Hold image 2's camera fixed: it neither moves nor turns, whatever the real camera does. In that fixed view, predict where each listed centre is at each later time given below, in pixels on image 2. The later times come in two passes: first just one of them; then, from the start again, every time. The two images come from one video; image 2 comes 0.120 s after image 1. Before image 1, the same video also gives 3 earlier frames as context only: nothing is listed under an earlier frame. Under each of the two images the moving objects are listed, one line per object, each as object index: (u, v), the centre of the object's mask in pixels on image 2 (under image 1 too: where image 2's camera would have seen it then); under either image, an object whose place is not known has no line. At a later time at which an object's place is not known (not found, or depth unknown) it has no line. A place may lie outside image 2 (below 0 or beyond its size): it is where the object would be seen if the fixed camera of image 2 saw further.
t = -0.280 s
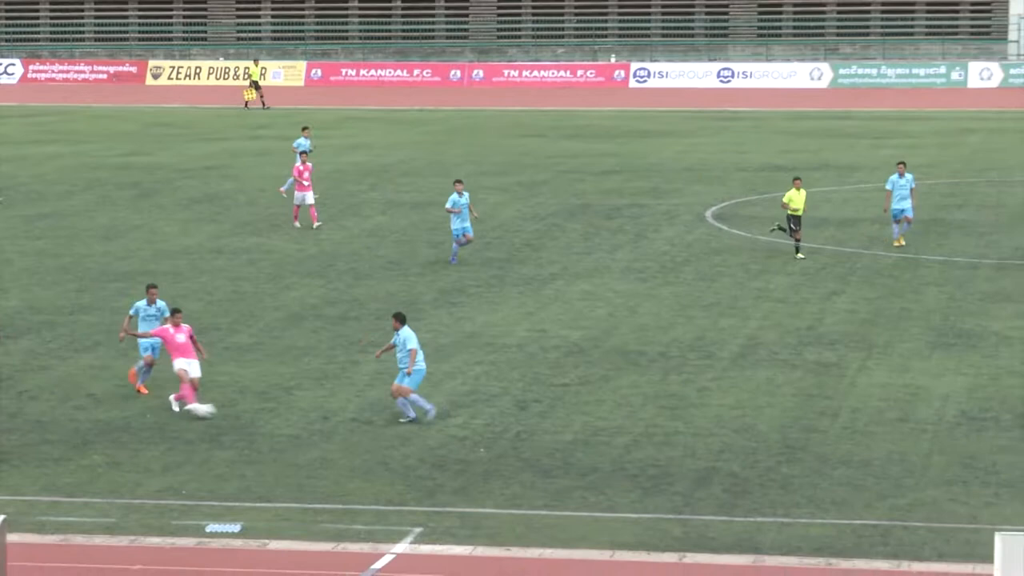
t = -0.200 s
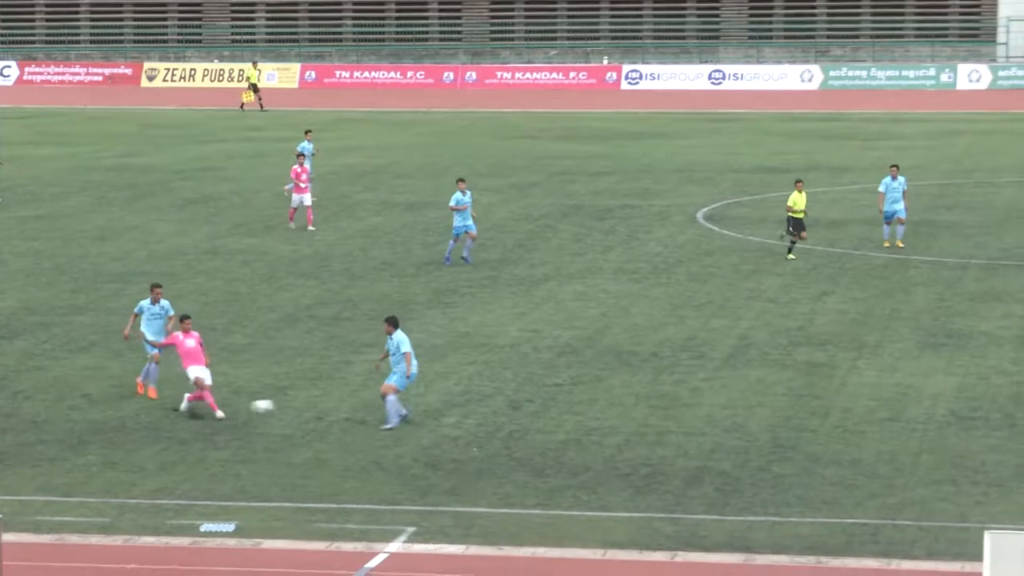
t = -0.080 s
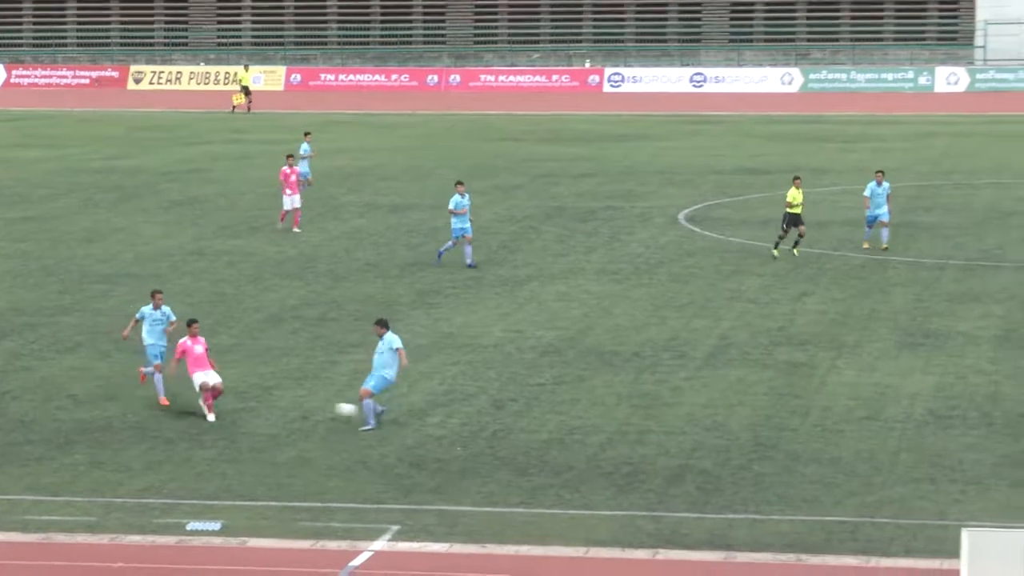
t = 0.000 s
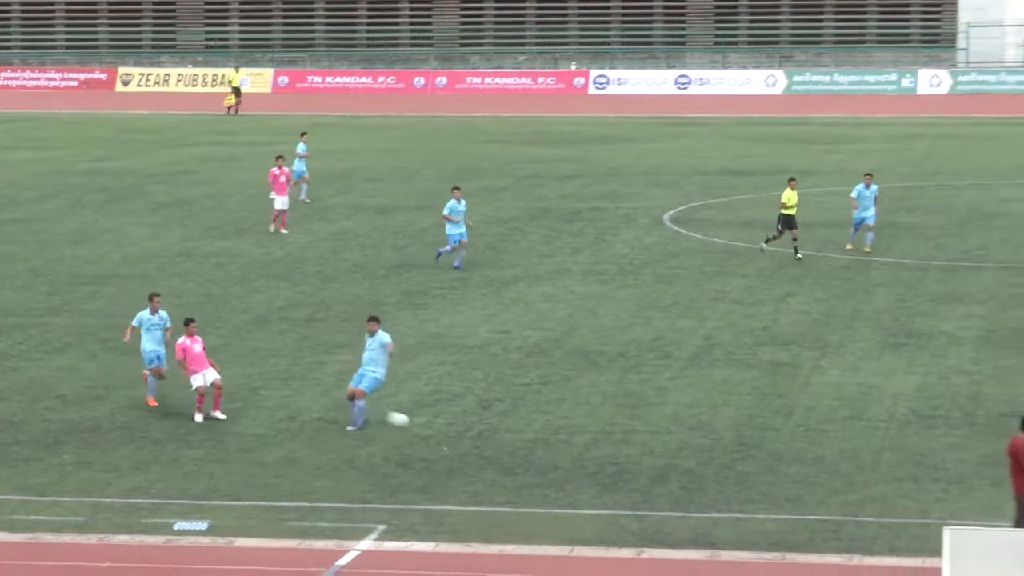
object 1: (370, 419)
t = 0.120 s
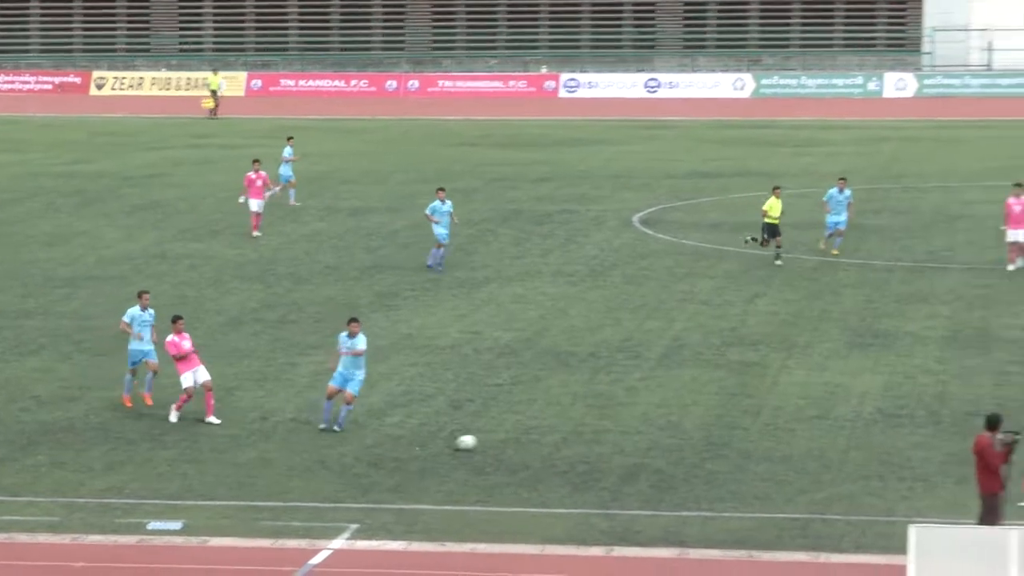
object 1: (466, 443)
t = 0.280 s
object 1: (577, 446)
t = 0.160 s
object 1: (494, 441)
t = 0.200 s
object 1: (522, 441)
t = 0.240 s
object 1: (550, 442)
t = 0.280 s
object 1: (577, 446)
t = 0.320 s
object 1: (605, 451)
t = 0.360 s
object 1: (633, 457)
